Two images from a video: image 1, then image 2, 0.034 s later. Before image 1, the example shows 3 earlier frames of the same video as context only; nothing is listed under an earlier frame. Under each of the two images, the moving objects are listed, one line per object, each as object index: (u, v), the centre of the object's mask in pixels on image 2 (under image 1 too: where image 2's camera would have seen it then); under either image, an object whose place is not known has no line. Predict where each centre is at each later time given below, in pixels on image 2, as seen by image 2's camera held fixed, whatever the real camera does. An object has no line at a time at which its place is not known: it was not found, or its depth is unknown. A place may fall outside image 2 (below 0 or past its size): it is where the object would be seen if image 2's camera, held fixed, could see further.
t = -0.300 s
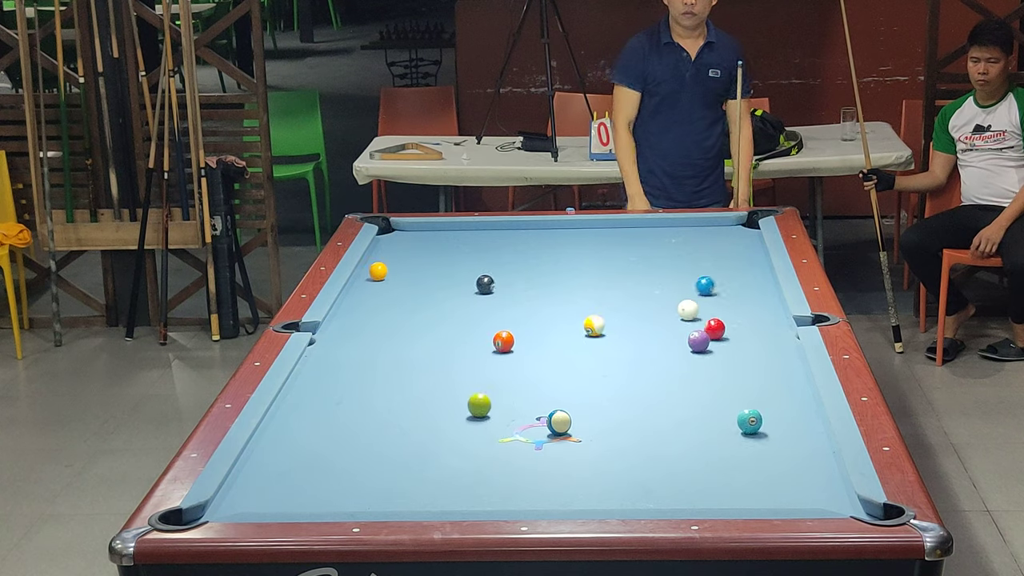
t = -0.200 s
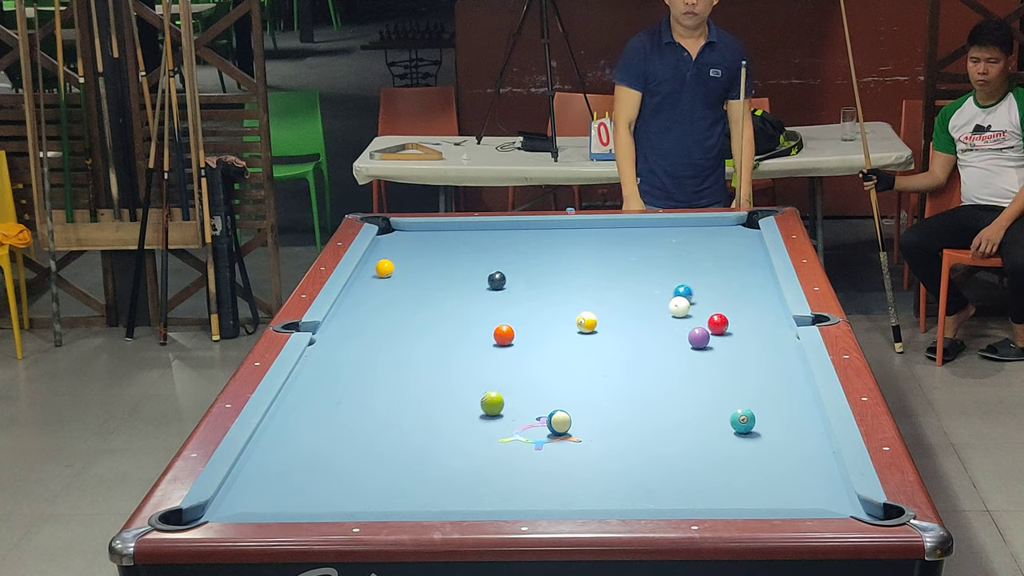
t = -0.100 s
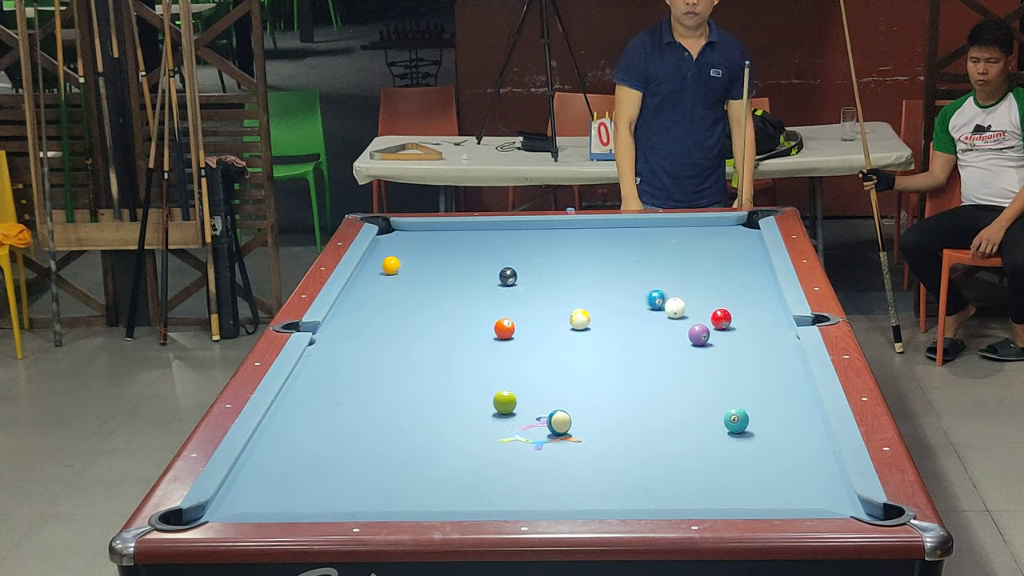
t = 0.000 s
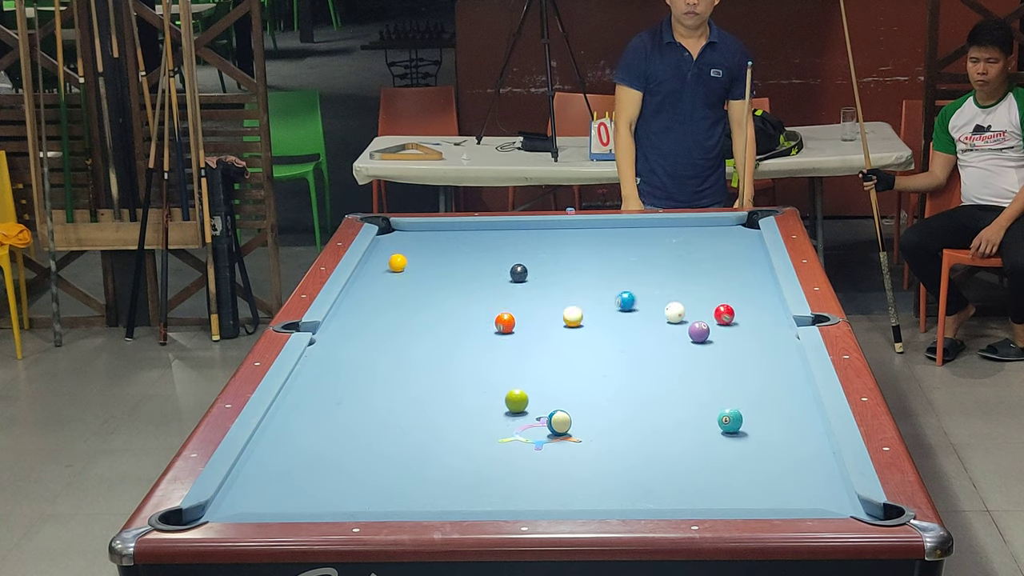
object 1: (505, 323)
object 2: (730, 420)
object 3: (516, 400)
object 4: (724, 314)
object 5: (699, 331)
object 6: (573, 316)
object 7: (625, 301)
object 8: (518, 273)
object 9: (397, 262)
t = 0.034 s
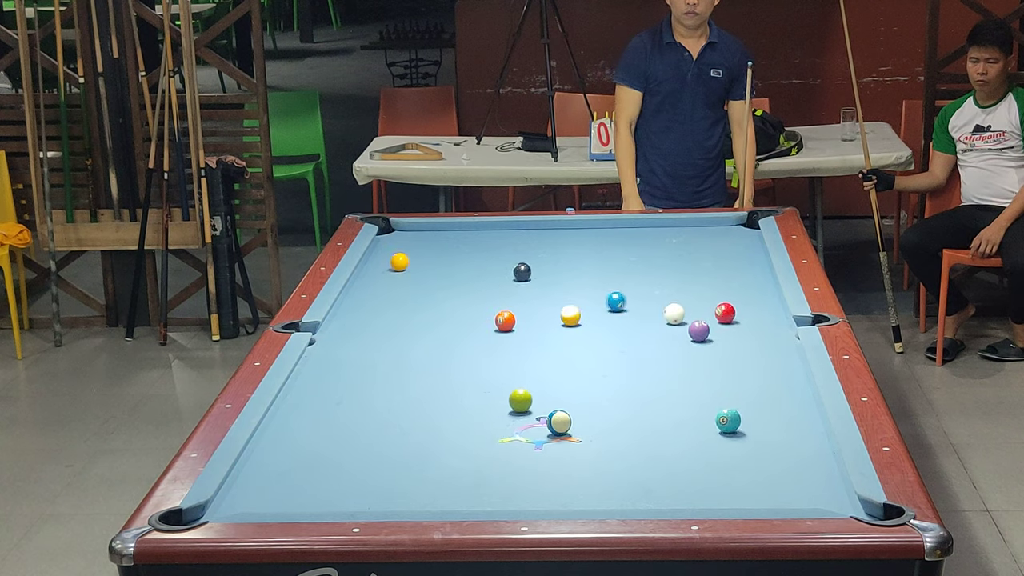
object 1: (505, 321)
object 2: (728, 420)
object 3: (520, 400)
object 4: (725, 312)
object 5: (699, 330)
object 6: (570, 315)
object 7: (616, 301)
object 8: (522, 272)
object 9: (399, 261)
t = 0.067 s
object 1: (505, 319)
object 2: (726, 420)
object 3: (524, 400)
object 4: (726, 311)
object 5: (699, 330)
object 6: (568, 314)
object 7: (606, 302)
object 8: (525, 271)
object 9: (401, 261)
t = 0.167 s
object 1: (506, 313)
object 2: (721, 420)
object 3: (535, 398)
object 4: (728, 307)
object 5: (699, 327)
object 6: (562, 311)
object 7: (578, 303)
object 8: (535, 267)
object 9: (407, 258)
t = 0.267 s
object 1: (506, 308)
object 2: (716, 420)
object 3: (546, 397)
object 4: (731, 303)
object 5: (699, 324)
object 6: (556, 310)
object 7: (544, 302)
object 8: (545, 264)
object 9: (413, 255)
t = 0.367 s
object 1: (499, 303)
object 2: (712, 420)
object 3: (556, 396)
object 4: (734, 298)
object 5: (699, 322)
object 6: (552, 310)
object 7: (527, 303)
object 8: (555, 261)
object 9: (418, 253)
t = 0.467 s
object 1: (479, 299)
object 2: (708, 420)
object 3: (566, 394)
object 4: (736, 295)
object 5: (699, 319)
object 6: (547, 310)
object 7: (521, 301)
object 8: (564, 258)
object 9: (423, 251)
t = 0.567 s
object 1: (460, 296)
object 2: (705, 420)
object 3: (575, 393)
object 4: (738, 291)
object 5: (699, 317)
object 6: (544, 310)
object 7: (515, 299)
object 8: (573, 255)
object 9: (429, 248)
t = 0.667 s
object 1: (442, 293)
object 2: (702, 420)
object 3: (584, 393)
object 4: (740, 287)
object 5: (699, 315)
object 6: (540, 310)
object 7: (508, 297)
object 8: (582, 252)
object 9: (433, 247)
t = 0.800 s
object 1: (419, 288)
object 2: (698, 420)
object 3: (595, 391)
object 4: (743, 283)
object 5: (699, 312)
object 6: (536, 310)
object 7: (500, 295)
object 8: (593, 248)
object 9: (439, 244)
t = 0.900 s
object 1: (403, 285)
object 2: (696, 420)
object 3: (603, 390)
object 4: (745, 280)
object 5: (699, 310)
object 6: (534, 310)
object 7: (495, 294)
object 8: (601, 246)
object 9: (444, 242)
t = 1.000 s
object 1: (387, 282)
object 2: (694, 420)
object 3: (610, 388)
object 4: (747, 277)
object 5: (699, 309)
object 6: (532, 310)
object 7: (489, 292)
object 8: (608, 243)
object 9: (448, 240)
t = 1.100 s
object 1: (371, 279)
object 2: (694, 420)
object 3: (617, 388)
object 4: (748, 274)
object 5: (698, 308)
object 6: (530, 311)
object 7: (484, 291)
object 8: (616, 241)
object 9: (452, 239)
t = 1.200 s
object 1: (360, 277)
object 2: (693, 420)
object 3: (623, 386)
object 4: (750, 271)
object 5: (698, 306)
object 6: (528, 311)
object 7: (479, 289)
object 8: (623, 238)
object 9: (456, 237)
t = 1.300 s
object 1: (370, 275)
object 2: (693, 420)
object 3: (629, 385)
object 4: (751, 268)
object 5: (698, 305)
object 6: (527, 311)
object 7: (475, 288)
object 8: (630, 236)
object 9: (460, 236)
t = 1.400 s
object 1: (380, 273)
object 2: (692, 420)
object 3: (635, 384)
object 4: (753, 266)
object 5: (697, 303)
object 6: (527, 311)
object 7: (471, 287)
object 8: (637, 234)
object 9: (464, 234)
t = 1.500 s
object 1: (389, 272)
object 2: (693, 420)
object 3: (640, 383)
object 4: (754, 263)
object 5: (696, 302)
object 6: (526, 311)
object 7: (466, 286)
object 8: (643, 232)
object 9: (467, 233)
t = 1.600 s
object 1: (398, 270)
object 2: (693, 420)
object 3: (644, 383)
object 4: (755, 261)
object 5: (696, 301)
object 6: (526, 311)
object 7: (463, 285)
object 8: (650, 230)
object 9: (470, 232)
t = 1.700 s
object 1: (407, 269)
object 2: (693, 420)
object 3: (648, 382)
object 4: (756, 259)
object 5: (695, 300)
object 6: (526, 311)
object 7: (459, 284)
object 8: (656, 228)
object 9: (473, 230)
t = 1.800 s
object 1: (415, 267)
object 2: (693, 420)
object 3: (651, 382)
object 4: (757, 257)
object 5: (695, 299)
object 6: (526, 311)
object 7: (456, 283)
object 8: (662, 226)
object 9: (476, 229)
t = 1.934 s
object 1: (426, 266)
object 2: (693, 420)
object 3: (654, 384)
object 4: (759, 254)
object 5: (694, 299)
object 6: (526, 311)
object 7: (452, 282)
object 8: (669, 224)
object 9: (480, 228)
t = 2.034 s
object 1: (434, 265)
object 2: (693, 420)
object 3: (655, 385)
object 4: (758, 252)
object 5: (694, 298)
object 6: (526, 311)
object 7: (449, 281)
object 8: (674, 222)
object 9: (483, 227)
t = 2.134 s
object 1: (441, 263)
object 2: (693, 420)
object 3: (656, 387)
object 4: (757, 251)
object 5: (694, 298)
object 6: (526, 311)
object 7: (447, 280)
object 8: (678, 223)
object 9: (486, 226)
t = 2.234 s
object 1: (449, 262)
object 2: (692, 420)
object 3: (658, 388)
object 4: (755, 249)
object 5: (693, 297)
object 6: (526, 311)
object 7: (445, 280)
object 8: (681, 223)
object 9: (488, 225)
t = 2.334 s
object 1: (455, 261)
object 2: (692, 420)
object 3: (659, 389)
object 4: (755, 248)
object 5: (693, 297)
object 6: (526, 311)
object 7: (443, 279)
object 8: (684, 224)
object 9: (490, 225)
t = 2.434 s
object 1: (462, 260)
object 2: (692, 420)
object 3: (660, 389)
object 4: (753, 246)
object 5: (693, 297)
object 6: (526, 311)
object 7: (441, 279)
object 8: (687, 225)
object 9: (491, 225)
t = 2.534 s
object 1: (468, 259)
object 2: (692, 420)
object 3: (661, 390)
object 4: (752, 245)
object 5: (693, 297)
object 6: (526, 311)
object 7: (439, 278)
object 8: (689, 225)
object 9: (492, 225)
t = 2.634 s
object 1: (474, 258)
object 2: (693, 420)
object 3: (662, 391)
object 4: (752, 244)
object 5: (693, 297)
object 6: (526, 311)
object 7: (438, 278)
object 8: (691, 226)
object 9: (493, 226)
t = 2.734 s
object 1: (479, 257)
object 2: (693, 420)
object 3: (662, 391)
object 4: (751, 243)
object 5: (693, 297)
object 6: (526, 311)
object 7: (437, 278)
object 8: (693, 226)
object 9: (493, 226)
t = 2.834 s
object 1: (484, 257)
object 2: (693, 420)
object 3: (662, 391)
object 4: (750, 242)
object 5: (693, 297)
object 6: (526, 311)
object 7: (436, 277)
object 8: (696, 227)
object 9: (494, 226)
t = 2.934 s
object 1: (490, 256)
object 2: (693, 420)
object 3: (662, 391)
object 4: (750, 241)
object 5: (693, 297)
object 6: (526, 311)
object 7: (435, 277)
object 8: (698, 227)
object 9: (495, 226)
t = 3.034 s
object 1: (494, 255)
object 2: (692, 420)
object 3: (662, 391)
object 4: (749, 240)
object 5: (693, 297)
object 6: (526, 311)
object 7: (435, 277)
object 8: (700, 228)
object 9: (495, 226)
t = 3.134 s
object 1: (499, 254)
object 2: (693, 420)
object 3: (662, 391)
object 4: (749, 239)
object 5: (693, 297)
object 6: (526, 311)
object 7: (434, 277)
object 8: (701, 228)
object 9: (495, 226)
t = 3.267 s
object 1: (504, 254)
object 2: (693, 420)
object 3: (662, 391)
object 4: (748, 239)
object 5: (693, 297)
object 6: (526, 311)
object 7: (435, 277)
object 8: (703, 229)
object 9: (496, 227)
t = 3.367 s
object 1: (508, 253)
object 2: (692, 420)
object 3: (662, 391)
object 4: (747, 238)
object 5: (693, 297)
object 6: (526, 311)
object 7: (435, 277)
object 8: (704, 229)
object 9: (495, 226)
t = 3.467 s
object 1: (512, 253)
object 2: (692, 420)
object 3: (662, 391)
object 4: (747, 238)
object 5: (693, 297)
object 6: (526, 311)
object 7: (434, 277)
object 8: (705, 229)
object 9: (495, 227)
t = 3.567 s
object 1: (515, 252)
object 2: (692, 420)
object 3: (662, 391)
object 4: (747, 237)
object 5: (693, 297)
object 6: (526, 311)
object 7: (435, 277)
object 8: (706, 229)
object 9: (495, 227)
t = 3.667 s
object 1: (518, 252)
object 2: (692, 420)
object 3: (662, 391)
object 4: (746, 237)
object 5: (693, 297)
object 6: (526, 311)
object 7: (434, 277)
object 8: (707, 230)
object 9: (496, 227)
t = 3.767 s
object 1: (521, 252)
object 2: (692, 420)
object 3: (662, 391)
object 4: (746, 237)
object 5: (693, 297)
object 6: (526, 311)
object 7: (435, 277)
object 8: (707, 230)
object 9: (496, 227)
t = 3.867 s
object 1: (523, 251)
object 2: (693, 420)
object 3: (662, 391)
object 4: (745, 236)
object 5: (693, 297)
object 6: (526, 311)
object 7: (435, 277)
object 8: (707, 230)
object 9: (496, 227)
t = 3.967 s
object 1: (525, 251)
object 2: (693, 420)
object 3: (662, 391)
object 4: (745, 236)
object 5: (693, 297)
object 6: (526, 311)
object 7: (435, 277)
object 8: (707, 230)
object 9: (496, 227)
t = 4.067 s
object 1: (527, 251)
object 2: (693, 420)
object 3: (662, 391)
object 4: (745, 236)
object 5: (693, 297)
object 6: (526, 311)
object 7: (434, 277)
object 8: (707, 230)
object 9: (495, 226)
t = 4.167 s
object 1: (529, 250)
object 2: (692, 420)
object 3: (662, 391)
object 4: (745, 236)
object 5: (693, 297)
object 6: (526, 311)
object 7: (435, 277)
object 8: (707, 230)
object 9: (496, 226)
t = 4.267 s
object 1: (530, 250)
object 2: (692, 420)
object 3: (662, 391)
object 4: (745, 236)
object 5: (693, 297)
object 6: (526, 311)
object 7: (435, 277)
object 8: (707, 230)
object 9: (496, 226)
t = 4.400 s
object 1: (531, 250)
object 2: (692, 420)
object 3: (662, 391)
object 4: (745, 236)
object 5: (693, 297)
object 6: (526, 311)
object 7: (435, 277)
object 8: (707, 230)
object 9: (496, 226)
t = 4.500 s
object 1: (532, 250)
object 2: (692, 420)
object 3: (662, 391)
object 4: (745, 236)
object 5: (693, 297)
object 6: (526, 311)
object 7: (435, 277)
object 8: (707, 230)
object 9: (496, 226)
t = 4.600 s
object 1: (532, 250)
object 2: (692, 420)
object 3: (662, 391)
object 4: (745, 236)
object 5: (693, 297)
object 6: (526, 311)
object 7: (435, 277)
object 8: (707, 230)
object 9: (496, 226)
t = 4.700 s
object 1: (532, 250)
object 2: (692, 420)
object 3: (662, 391)
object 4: (745, 236)
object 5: (693, 297)
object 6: (526, 311)
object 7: (435, 277)
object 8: (707, 230)
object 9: (496, 227)
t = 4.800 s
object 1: (532, 250)
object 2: (692, 420)
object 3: (662, 391)
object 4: (745, 236)
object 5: (693, 297)
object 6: (526, 311)
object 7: (435, 277)
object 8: (707, 230)
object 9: (496, 226)
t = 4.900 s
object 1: (532, 250)
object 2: (692, 420)
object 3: (662, 391)
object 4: (745, 236)
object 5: (693, 297)
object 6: (526, 311)
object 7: (435, 277)
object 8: (707, 230)
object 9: (496, 226)
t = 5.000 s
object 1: (533, 250)
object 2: (693, 420)
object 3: (662, 391)
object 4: (745, 236)
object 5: (693, 297)
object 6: (526, 311)
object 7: (435, 277)
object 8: (707, 230)
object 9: (496, 226)
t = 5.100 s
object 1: (532, 250)
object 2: (693, 420)
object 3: (662, 391)
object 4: (745, 236)
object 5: (693, 297)
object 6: (526, 311)
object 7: (435, 277)
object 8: (707, 230)
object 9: (496, 226)
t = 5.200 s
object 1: (533, 250)
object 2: (692, 420)
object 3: (662, 391)
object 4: (745, 236)
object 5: (693, 297)
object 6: (526, 311)
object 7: (435, 277)
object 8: (707, 230)
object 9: (496, 226)
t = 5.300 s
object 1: (533, 250)
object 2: (693, 420)
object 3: (662, 391)
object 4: (745, 236)
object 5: (693, 297)
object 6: (526, 311)
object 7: (435, 277)
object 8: (707, 230)
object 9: (496, 227)
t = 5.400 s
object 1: (532, 250)
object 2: (692, 420)
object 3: (662, 391)
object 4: (745, 236)
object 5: (693, 297)
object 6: (526, 311)
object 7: (435, 277)
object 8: (707, 230)
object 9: (496, 227)
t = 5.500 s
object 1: (532, 250)
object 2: (692, 420)
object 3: (662, 391)
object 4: (745, 236)
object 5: (693, 297)
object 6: (526, 311)
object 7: (435, 277)
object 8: (707, 230)
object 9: (496, 227)
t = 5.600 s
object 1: (532, 250)
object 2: (692, 420)
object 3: (662, 391)
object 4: (745, 236)
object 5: (693, 297)
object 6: (526, 311)
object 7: (435, 277)
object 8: (707, 230)
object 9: (496, 227)
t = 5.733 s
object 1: (532, 250)
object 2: (693, 420)
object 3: (662, 391)
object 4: (745, 236)
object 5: (693, 297)
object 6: (526, 311)
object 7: (435, 277)
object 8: (707, 230)
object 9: (496, 227)
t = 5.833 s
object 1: (532, 250)
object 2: (692, 420)
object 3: (662, 391)
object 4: (745, 236)
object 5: (693, 297)
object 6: (526, 311)
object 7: (435, 277)
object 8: (707, 230)
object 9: (496, 226)
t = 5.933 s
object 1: (532, 250)
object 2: (693, 420)
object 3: (662, 391)
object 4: (745, 236)
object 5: (693, 297)
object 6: (526, 311)
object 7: (435, 277)
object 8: (707, 230)
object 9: (496, 227)
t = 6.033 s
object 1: (532, 250)
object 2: (693, 420)
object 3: (662, 391)
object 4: (745, 236)
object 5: (693, 297)
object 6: (526, 311)
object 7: (435, 277)
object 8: (707, 230)
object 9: (496, 226)
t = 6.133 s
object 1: (532, 250)
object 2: (693, 420)
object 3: (662, 391)
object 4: (745, 236)
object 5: (693, 297)
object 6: (526, 311)
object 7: (435, 277)
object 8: (707, 230)
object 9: (496, 226)
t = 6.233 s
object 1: (532, 250)
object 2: (692, 420)
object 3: (662, 391)
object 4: (745, 236)
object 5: (693, 297)
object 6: (526, 311)
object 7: (435, 277)
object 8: (707, 230)
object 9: (496, 226)
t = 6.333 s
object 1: (532, 250)
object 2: (692, 420)
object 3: (662, 391)
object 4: (745, 236)
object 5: (693, 297)
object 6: (526, 311)
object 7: (435, 277)
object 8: (707, 230)
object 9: (496, 226)
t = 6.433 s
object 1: (532, 250)
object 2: (693, 420)
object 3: (662, 391)
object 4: (745, 236)
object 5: (693, 297)
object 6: (526, 311)
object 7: (435, 277)
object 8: (707, 230)
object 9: (496, 226)
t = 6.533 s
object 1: (532, 250)
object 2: (693, 420)
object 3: (662, 391)
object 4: (745, 236)
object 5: (693, 297)
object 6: (526, 311)
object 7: (435, 277)
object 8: (707, 230)
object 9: (496, 226)
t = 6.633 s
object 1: (532, 250)
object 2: (692, 420)
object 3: (662, 391)
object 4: (745, 236)
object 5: (693, 297)
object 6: (526, 311)
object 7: (435, 277)
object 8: (707, 230)
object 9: (496, 226)
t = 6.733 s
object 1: (532, 250)
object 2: (692, 420)
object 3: (662, 391)
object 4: (745, 236)
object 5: (693, 297)
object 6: (526, 311)
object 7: (435, 277)
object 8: (707, 230)
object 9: (496, 226)
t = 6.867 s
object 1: (532, 250)
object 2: (692, 420)
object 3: (662, 391)
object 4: (745, 236)
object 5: (693, 297)
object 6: (526, 311)
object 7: (435, 277)
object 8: (707, 230)
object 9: (496, 226)
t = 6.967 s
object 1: (532, 250)
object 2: (693, 420)
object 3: (662, 391)
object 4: (745, 236)
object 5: (693, 297)
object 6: (526, 311)
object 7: (435, 277)
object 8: (707, 230)
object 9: (496, 226)
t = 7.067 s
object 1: (532, 250)
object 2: (692, 420)
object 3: (662, 391)
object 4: (745, 236)
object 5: (693, 297)
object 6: (526, 311)
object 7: (435, 277)
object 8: (707, 230)
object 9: (496, 226)
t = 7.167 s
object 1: (532, 250)
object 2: (692, 420)
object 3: (662, 391)
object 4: (745, 236)
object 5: (693, 297)
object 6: (526, 311)
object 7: (435, 277)
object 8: (707, 230)
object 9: (496, 226)
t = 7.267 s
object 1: (532, 250)
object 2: (692, 420)
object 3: (662, 391)
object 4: (745, 236)
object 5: (693, 297)
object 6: (526, 311)
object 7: (435, 277)
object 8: (707, 230)
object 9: (496, 226)
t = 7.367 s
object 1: (532, 250)
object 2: (692, 420)
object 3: (662, 391)
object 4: (745, 236)
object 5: (693, 297)
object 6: (526, 311)
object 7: (435, 277)
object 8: (707, 230)
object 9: (496, 227)
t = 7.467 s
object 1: (532, 250)
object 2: (692, 420)
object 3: (662, 391)
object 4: (745, 236)
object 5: (693, 297)
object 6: (526, 311)
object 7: (435, 277)
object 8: (707, 230)
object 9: (496, 226)
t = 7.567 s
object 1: (532, 250)
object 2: (692, 420)
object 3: (662, 391)
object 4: (745, 236)
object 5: (693, 297)
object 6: (526, 311)
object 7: (435, 277)
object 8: (707, 230)
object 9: (496, 226)
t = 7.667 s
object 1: (532, 250)
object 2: (692, 420)
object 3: (662, 391)
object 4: (745, 236)
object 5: (693, 297)
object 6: (526, 311)
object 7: (435, 277)
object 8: (707, 230)
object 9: (496, 226)
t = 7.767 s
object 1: (532, 250)
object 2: (692, 420)
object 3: (662, 391)
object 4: (745, 236)
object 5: (693, 297)
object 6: (526, 311)
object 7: (435, 277)
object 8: (707, 230)
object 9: (496, 226)
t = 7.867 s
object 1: (532, 250)
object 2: (692, 420)
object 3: (662, 391)
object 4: (745, 236)
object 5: (693, 297)
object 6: (526, 311)
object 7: (435, 277)
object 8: (707, 230)
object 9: (496, 226)
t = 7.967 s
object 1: (532, 250)
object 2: (692, 420)
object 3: (662, 391)
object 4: (745, 236)
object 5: (693, 297)
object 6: (526, 311)
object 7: (435, 277)
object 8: (707, 230)
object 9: (496, 226)
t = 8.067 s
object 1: (532, 250)
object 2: (692, 420)
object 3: (662, 391)
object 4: (745, 236)
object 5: (693, 297)
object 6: (526, 311)
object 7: (435, 277)
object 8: (707, 230)
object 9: (496, 226)
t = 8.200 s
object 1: (532, 250)
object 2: (692, 420)
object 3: (662, 391)
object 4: (745, 236)
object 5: (693, 297)
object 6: (526, 311)
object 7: (435, 277)
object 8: (707, 230)
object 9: (496, 226)
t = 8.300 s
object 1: (532, 250)
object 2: (692, 420)
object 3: (662, 391)
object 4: (745, 236)
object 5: (693, 297)
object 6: (526, 311)
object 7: (435, 277)
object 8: (707, 230)
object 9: (495, 226)
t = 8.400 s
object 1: (532, 250)
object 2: (692, 420)
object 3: (662, 391)
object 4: (745, 236)
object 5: (693, 297)
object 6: (526, 311)
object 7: (435, 277)
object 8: (707, 230)
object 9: (496, 226)
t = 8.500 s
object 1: (532, 250)
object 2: (692, 420)
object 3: (662, 391)
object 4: (745, 236)
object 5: (693, 297)
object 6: (526, 311)
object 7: (435, 277)
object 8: (707, 230)
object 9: (496, 226)
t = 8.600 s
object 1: (532, 250)
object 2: (692, 420)
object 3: (662, 391)
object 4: (745, 236)
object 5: (693, 297)
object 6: (526, 311)
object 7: (435, 277)
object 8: (707, 230)
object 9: (496, 226)
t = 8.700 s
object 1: (532, 250)
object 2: (692, 420)
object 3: (662, 391)
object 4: (745, 236)
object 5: (693, 297)
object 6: (526, 311)
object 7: (435, 277)
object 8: (707, 230)
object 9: (496, 226)
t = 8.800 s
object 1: (532, 250)
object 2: (692, 420)
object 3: (662, 391)
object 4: (745, 236)
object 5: (693, 297)
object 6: (526, 311)
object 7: (435, 277)
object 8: (707, 230)
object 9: (496, 226)
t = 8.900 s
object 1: (532, 250)
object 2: (693, 420)
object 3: (662, 391)
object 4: (745, 236)
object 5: (693, 297)
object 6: (526, 311)
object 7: (435, 277)
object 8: (707, 230)
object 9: (496, 226)
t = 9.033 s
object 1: (532, 250)
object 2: (693, 420)
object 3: (662, 391)
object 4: (745, 236)
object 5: (693, 297)
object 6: (526, 311)
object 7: (435, 277)
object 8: (707, 230)
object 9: (495, 227)
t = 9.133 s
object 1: (532, 250)
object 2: (693, 420)
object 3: (662, 391)
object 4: (745, 236)
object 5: (693, 297)
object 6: (526, 311)
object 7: (435, 277)
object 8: (707, 230)
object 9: (496, 226)
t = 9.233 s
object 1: (532, 250)
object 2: (692, 420)
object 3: (662, 391)
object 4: (745, 236)
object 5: (693, 297)
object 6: (526, 311)
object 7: (435, 277)
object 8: (707, 230)
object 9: (495, 227)
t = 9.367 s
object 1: (532, 250)
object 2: (692, 420)
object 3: (662, 391)
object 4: (745, 236)
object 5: (693, 297)
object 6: (526, 311)
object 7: (435, 277)
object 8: (707, 230)
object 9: (495, 226)
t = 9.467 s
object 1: (532, 250)
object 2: (692, 420)
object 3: (662, 391)
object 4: (745, 236)
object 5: (693, 297)
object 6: (526, 311)
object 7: (435, 277)
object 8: (707, 230)
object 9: (496, 226)
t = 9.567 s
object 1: (532, 250)
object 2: (692, 420)
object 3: (662, 391)
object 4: (745, 236)
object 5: (693, 297)
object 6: (526, 311)
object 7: (435, 277)
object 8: (707, 230)
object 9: (496, 226)
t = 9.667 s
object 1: (532, 250)
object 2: (692, 420)
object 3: (662, 391)
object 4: (745, 236)
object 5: (693, 297)
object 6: (526, 311)
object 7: (435, 277)
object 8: (707, 230)
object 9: (496, 227)
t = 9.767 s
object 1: (532, 250)
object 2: (692, 420)
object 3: (662, 391)
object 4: (745, 236)
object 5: (693, 297)
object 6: (526, 311)
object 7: (435, 277)
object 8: (707, 230)
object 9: (496, 226)
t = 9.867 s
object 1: (532, 250)
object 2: (692, 420)
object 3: (662, 391)
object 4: (745, 236)
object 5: (693, 297)
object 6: (526, 311)
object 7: (435, 277)
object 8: (707, 230)
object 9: (496, 226)
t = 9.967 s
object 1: (532, 250)
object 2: (692, 420)
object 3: (662, 391)
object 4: (745, 236)
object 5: (693, 297)
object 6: (526, 311)
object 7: (435, 277)
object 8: (707, 230)
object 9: (496, 226)
